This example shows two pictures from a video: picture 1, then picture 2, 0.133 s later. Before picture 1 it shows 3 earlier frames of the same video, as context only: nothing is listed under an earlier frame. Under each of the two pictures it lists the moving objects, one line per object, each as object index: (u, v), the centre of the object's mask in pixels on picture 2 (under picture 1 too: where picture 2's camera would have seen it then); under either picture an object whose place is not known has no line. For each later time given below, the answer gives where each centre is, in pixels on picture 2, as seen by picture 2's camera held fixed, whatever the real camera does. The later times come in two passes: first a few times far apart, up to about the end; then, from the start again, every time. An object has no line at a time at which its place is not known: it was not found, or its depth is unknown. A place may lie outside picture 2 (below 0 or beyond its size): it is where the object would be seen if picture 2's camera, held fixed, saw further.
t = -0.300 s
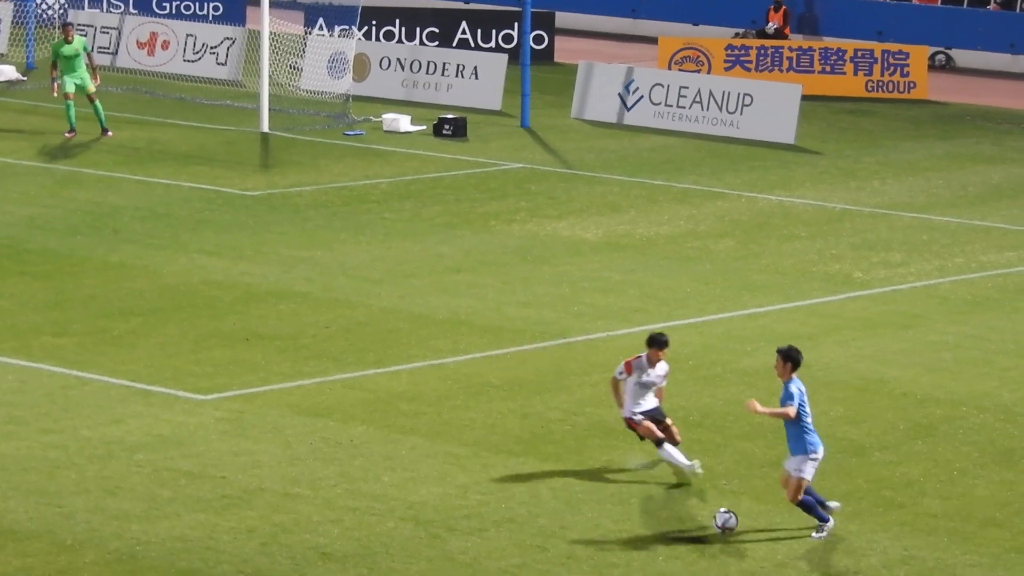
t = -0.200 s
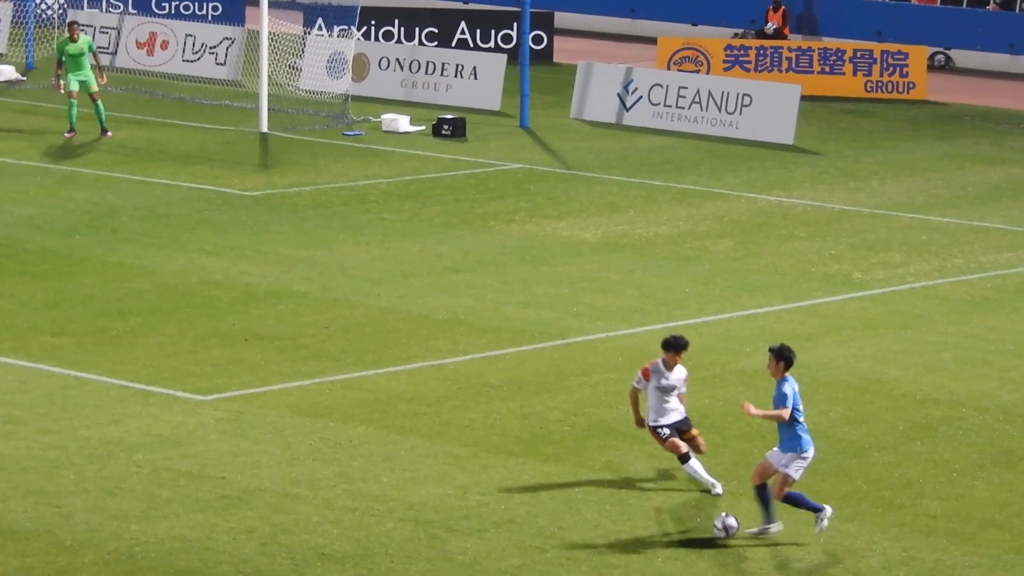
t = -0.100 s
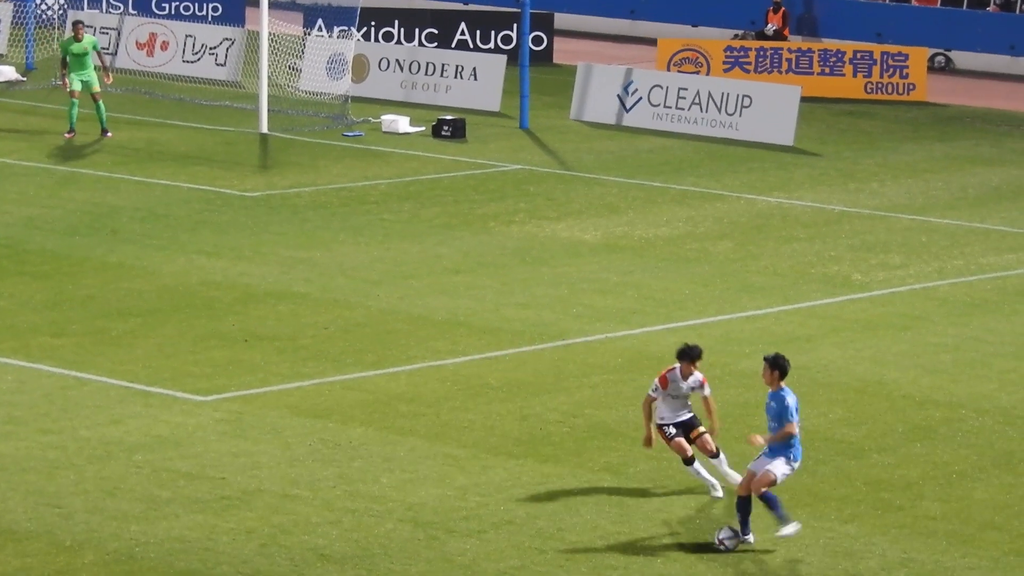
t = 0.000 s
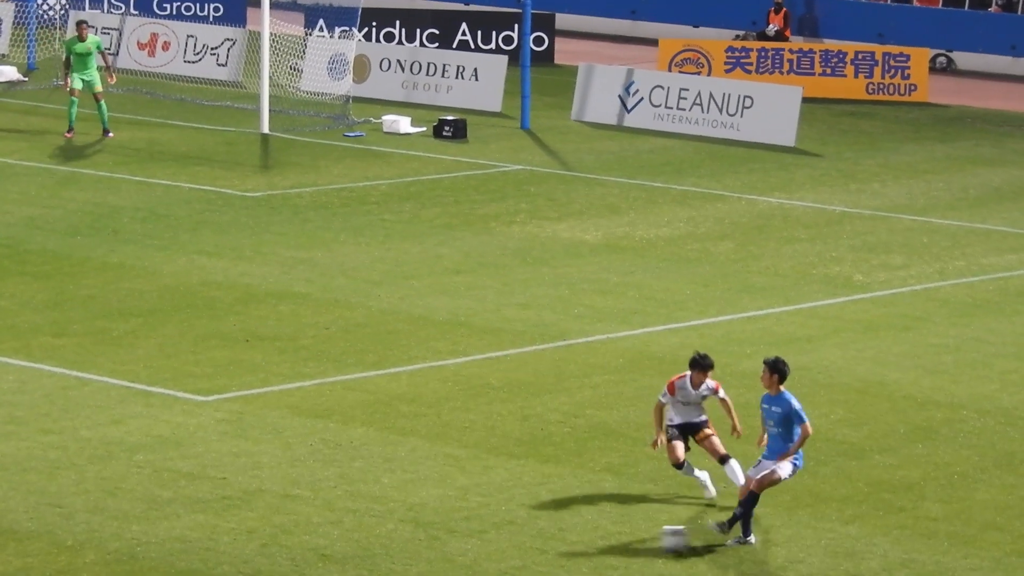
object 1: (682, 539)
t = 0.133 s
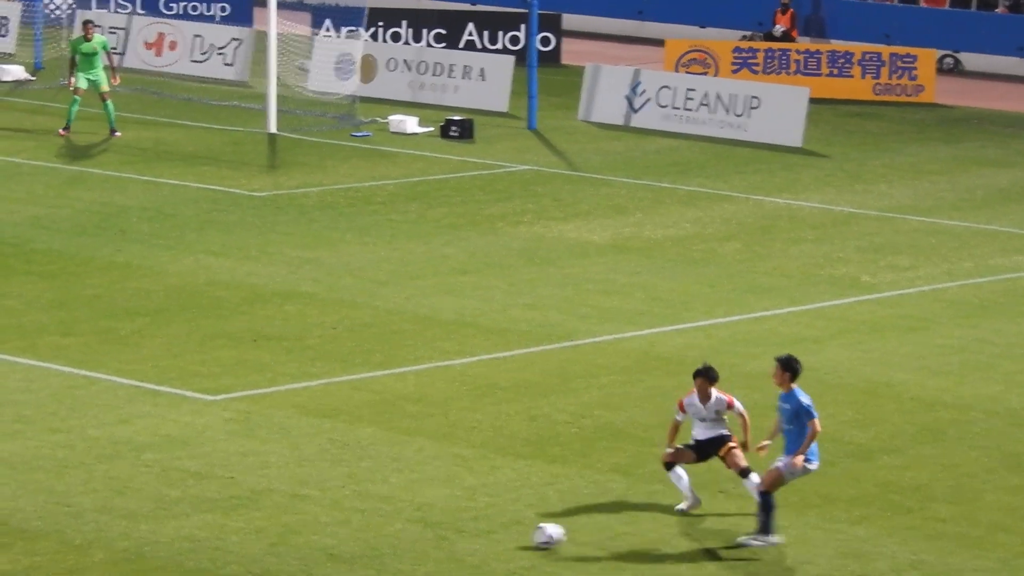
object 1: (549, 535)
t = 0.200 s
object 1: (484, 533)
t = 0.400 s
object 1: (305, 531)
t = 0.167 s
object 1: (517, 534)
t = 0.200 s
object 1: (484, 533)
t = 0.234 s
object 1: (453, 533)
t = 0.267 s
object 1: (421, 533)
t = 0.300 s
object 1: (392, 532)
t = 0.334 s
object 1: (362, 531)
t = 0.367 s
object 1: (333, 531)
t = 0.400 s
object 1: (305, 531)
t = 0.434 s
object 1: (280, 531)
